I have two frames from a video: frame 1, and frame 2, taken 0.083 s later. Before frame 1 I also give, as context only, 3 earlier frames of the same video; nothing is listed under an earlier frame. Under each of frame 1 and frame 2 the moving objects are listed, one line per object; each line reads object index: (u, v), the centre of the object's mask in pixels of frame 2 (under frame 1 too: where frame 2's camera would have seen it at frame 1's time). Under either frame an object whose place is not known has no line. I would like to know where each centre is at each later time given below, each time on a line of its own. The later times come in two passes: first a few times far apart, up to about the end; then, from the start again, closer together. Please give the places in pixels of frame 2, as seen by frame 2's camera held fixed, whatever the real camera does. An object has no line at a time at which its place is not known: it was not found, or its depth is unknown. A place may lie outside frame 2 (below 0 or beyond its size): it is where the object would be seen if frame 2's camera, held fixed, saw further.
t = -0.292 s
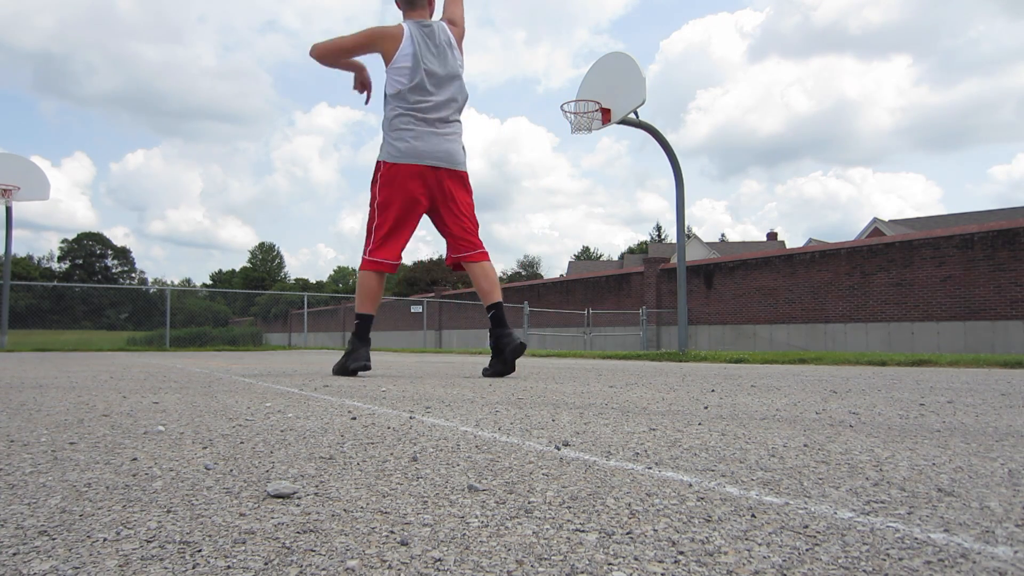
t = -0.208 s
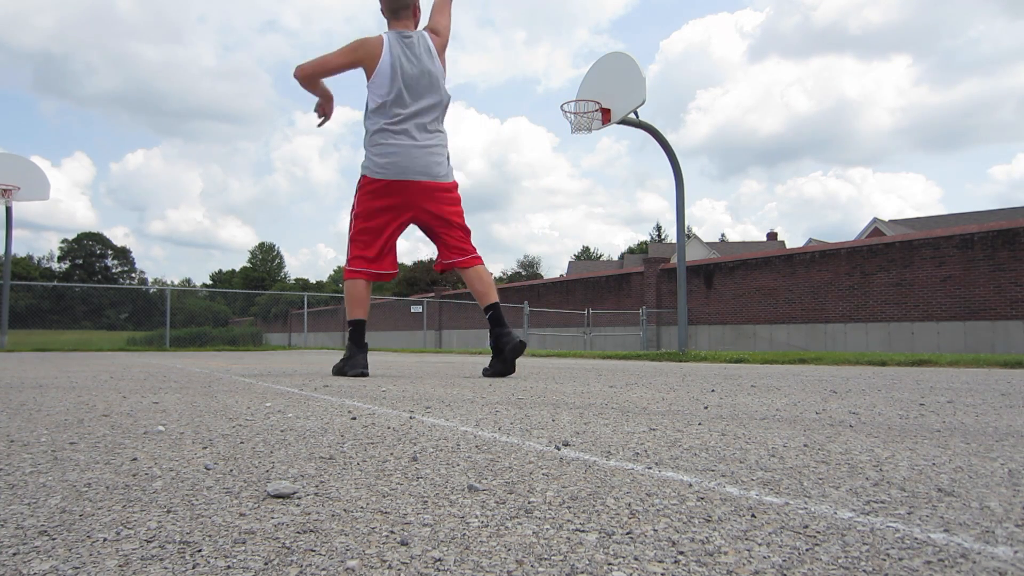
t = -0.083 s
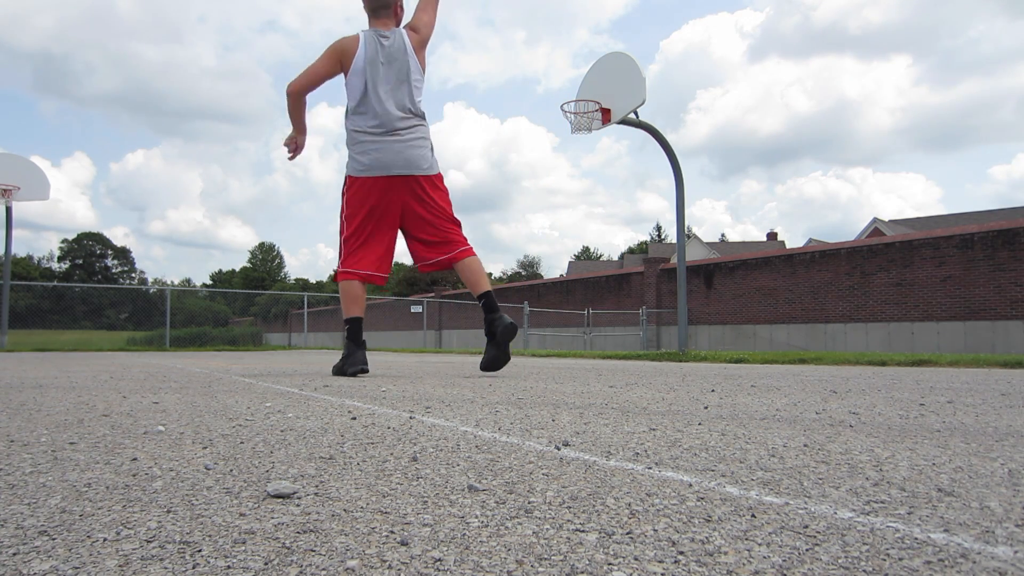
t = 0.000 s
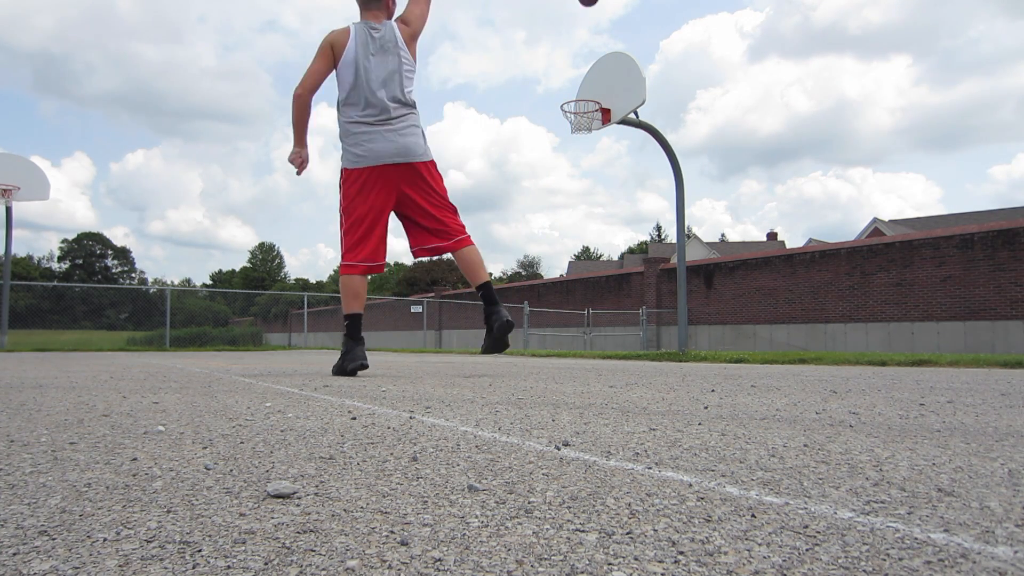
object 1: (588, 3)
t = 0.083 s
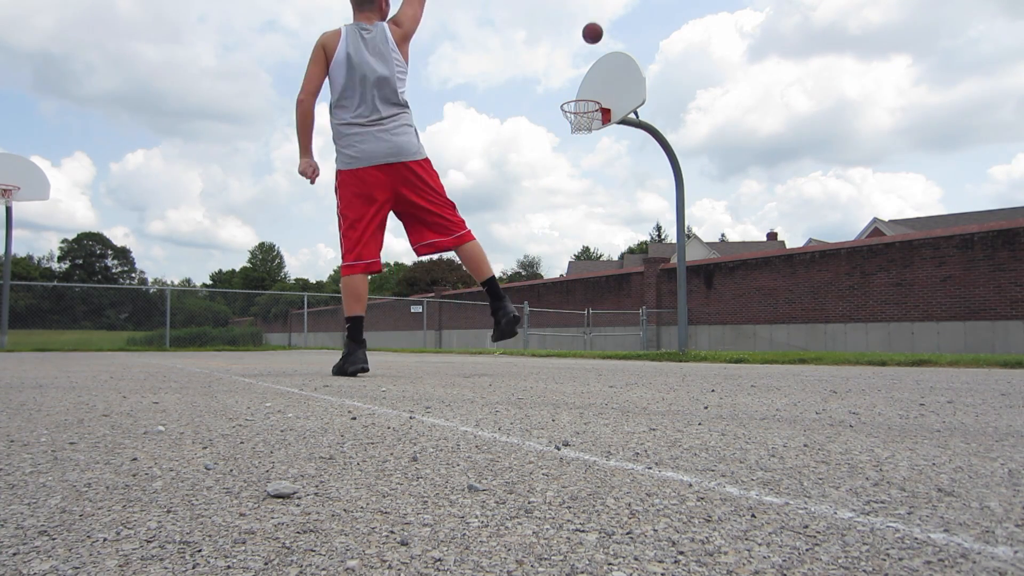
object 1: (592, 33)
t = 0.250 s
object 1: (597, 94)
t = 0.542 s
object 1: (557, 61)
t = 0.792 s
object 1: (525, 85)
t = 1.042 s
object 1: (493, 157)
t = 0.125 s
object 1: (594, 53)
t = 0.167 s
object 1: (596, 73)
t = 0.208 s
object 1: (598, 94)
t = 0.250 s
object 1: (597, 94)
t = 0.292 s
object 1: (591, 85)
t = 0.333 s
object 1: (585, 78)
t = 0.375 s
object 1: (579, 72)
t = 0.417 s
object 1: (574, 67)
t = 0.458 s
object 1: (568, 64)
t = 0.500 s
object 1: (562, 62)
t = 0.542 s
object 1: (557, 61)
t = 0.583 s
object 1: (552, 62)
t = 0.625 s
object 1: (546, 64)
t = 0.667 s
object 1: (541, 67)
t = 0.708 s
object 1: (536, 72)
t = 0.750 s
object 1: (530, 78)
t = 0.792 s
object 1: (525, 85)
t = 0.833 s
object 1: (520, 94)
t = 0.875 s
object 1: (514, 104)
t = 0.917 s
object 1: (509, 115)
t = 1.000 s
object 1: (499, 141)
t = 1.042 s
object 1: (493, 157)
